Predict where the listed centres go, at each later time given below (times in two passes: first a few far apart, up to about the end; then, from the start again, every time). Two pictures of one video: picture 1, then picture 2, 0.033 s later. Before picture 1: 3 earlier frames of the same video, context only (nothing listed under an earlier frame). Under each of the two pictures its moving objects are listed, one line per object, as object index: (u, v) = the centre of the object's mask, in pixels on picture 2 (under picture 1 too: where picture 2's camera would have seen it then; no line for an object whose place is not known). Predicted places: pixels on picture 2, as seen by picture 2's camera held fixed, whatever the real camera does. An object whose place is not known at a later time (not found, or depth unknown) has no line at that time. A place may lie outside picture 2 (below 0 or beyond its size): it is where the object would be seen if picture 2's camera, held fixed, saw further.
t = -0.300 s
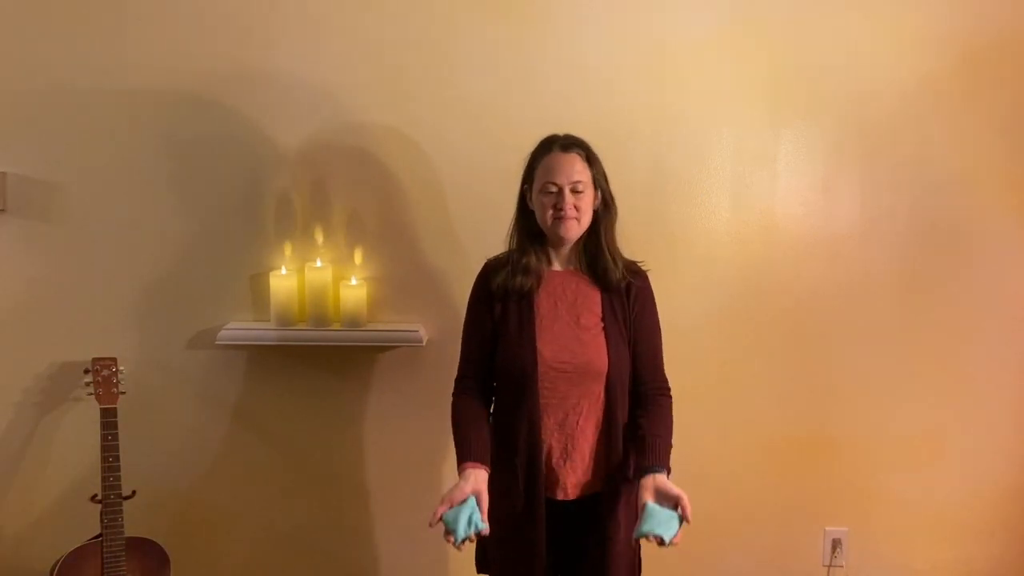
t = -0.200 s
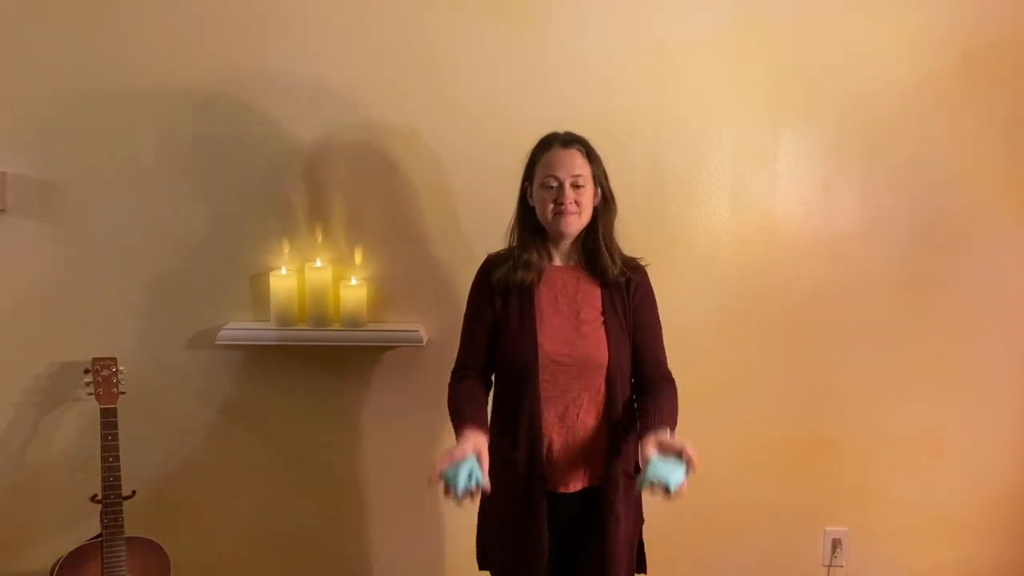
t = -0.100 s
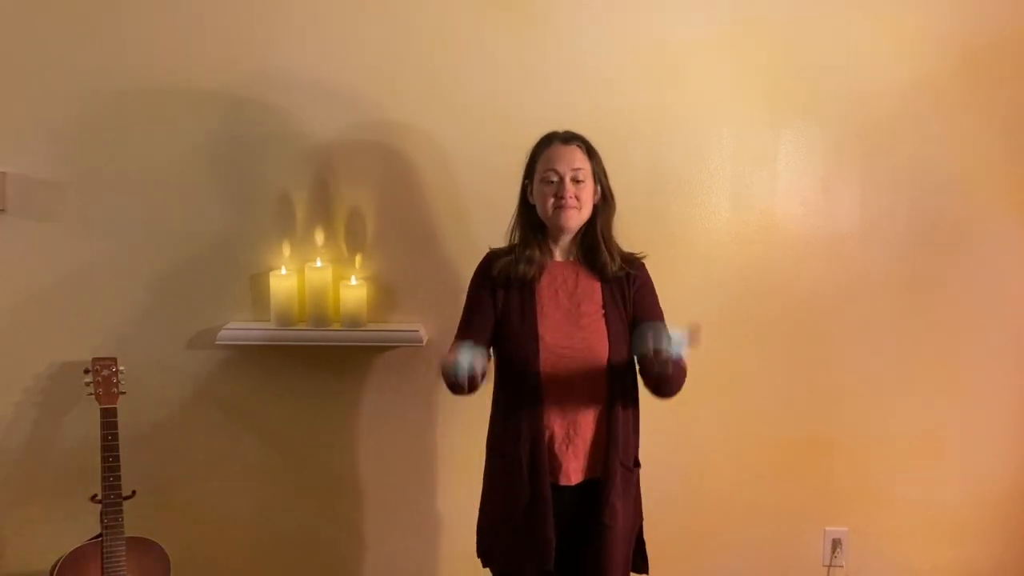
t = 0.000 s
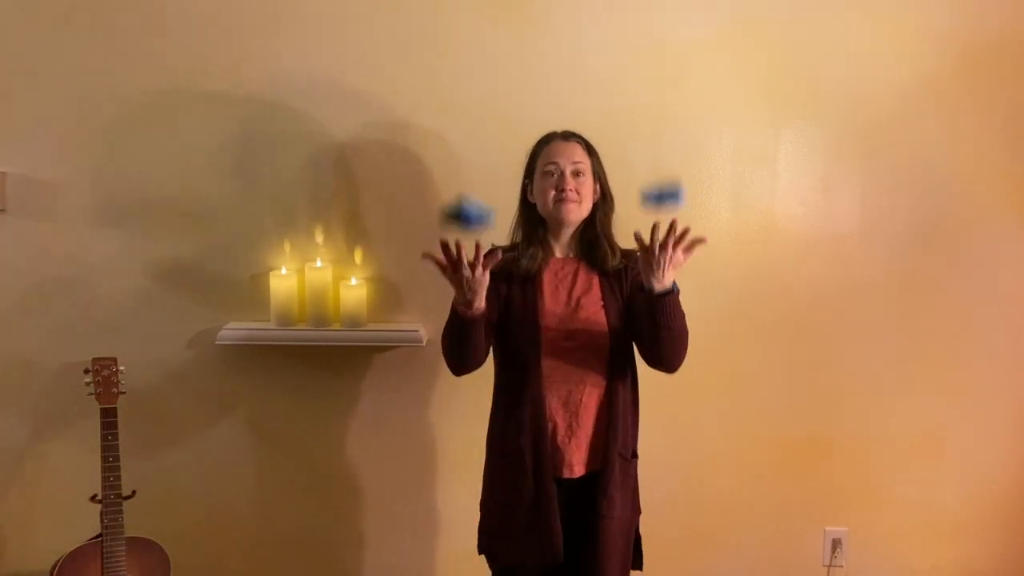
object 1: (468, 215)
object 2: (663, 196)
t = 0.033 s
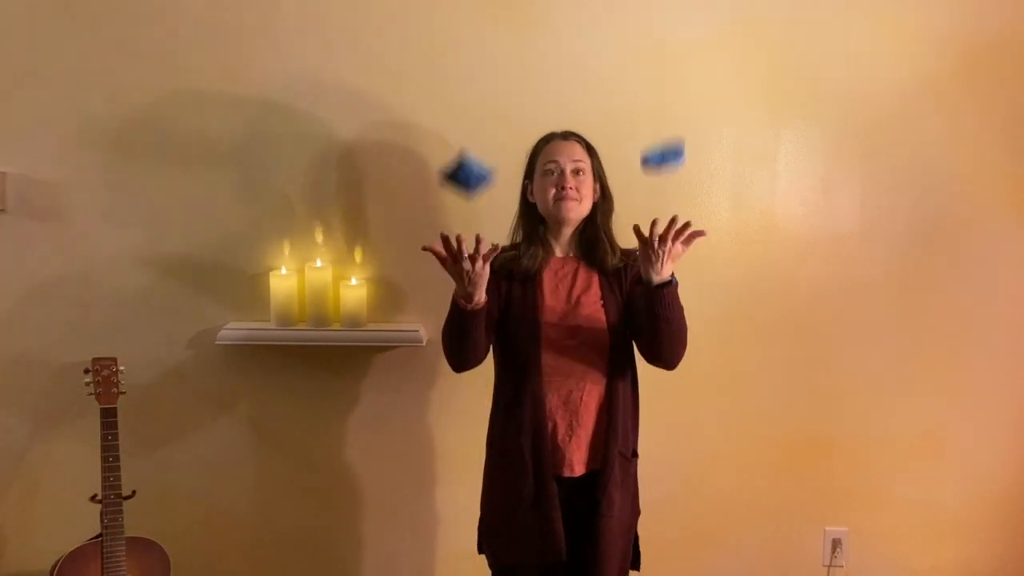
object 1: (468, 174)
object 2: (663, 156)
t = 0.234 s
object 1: (468, 51)
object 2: (663, 46)
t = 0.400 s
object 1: (468, 119)
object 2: (658, 123)
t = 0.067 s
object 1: (468, 139)
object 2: (664, 122)
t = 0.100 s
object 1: (468, 110)
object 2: (665, 95)
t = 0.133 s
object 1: (468, 86)
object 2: (665, 73)
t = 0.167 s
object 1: (468, 69)
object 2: (664, 57)
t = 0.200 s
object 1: (468, 57)
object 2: (664, 49)
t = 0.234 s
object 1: (468, 51)
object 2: (663, 46)
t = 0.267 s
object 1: (468, 52)
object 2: (662, 49)
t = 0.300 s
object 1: (469, 59)
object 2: (662, 58)
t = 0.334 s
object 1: (469, 72)
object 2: (660, 73)
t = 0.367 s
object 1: (469, 92)
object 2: (660, 95)
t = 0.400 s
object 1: (468, 119)
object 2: (658, 123)
